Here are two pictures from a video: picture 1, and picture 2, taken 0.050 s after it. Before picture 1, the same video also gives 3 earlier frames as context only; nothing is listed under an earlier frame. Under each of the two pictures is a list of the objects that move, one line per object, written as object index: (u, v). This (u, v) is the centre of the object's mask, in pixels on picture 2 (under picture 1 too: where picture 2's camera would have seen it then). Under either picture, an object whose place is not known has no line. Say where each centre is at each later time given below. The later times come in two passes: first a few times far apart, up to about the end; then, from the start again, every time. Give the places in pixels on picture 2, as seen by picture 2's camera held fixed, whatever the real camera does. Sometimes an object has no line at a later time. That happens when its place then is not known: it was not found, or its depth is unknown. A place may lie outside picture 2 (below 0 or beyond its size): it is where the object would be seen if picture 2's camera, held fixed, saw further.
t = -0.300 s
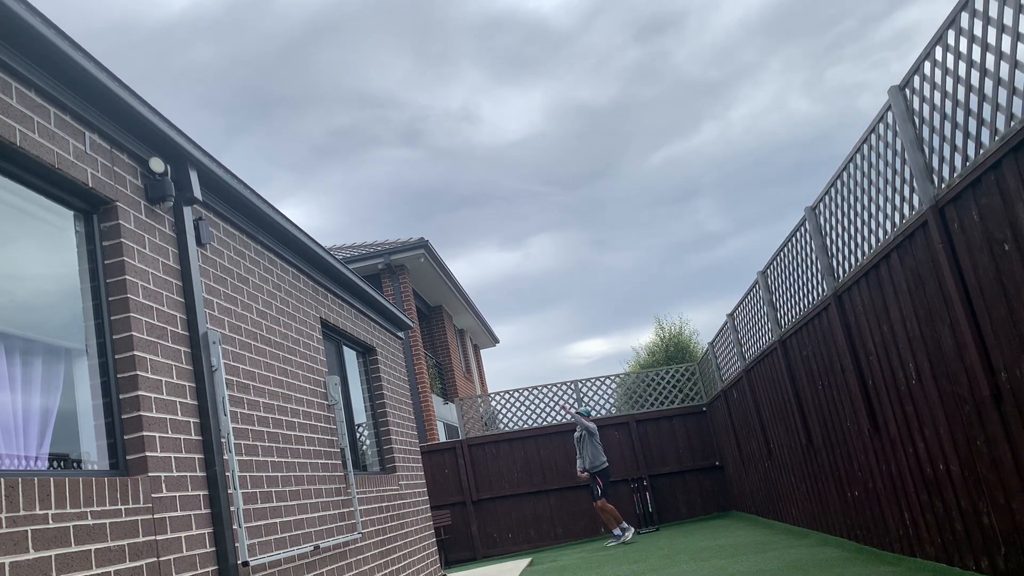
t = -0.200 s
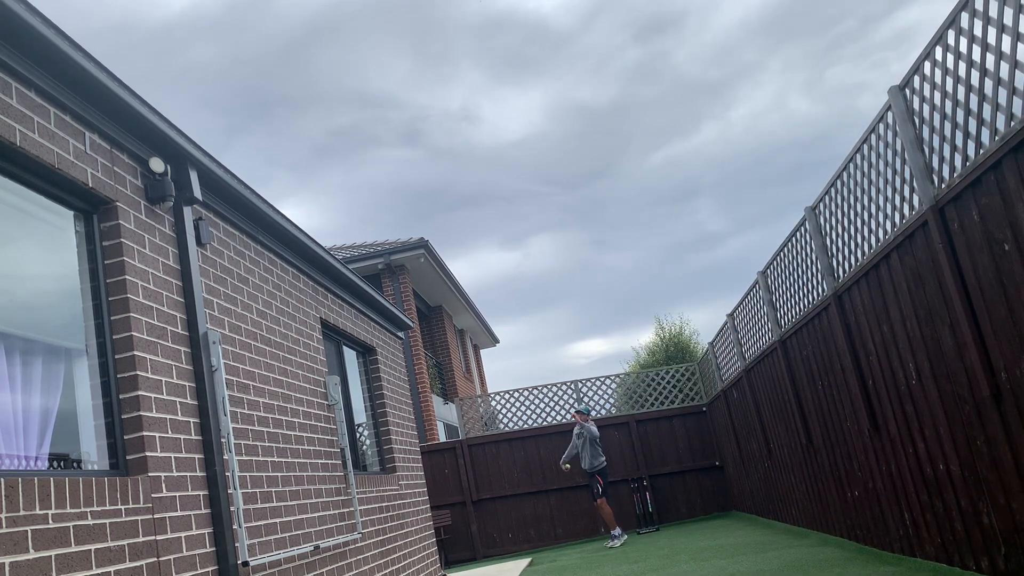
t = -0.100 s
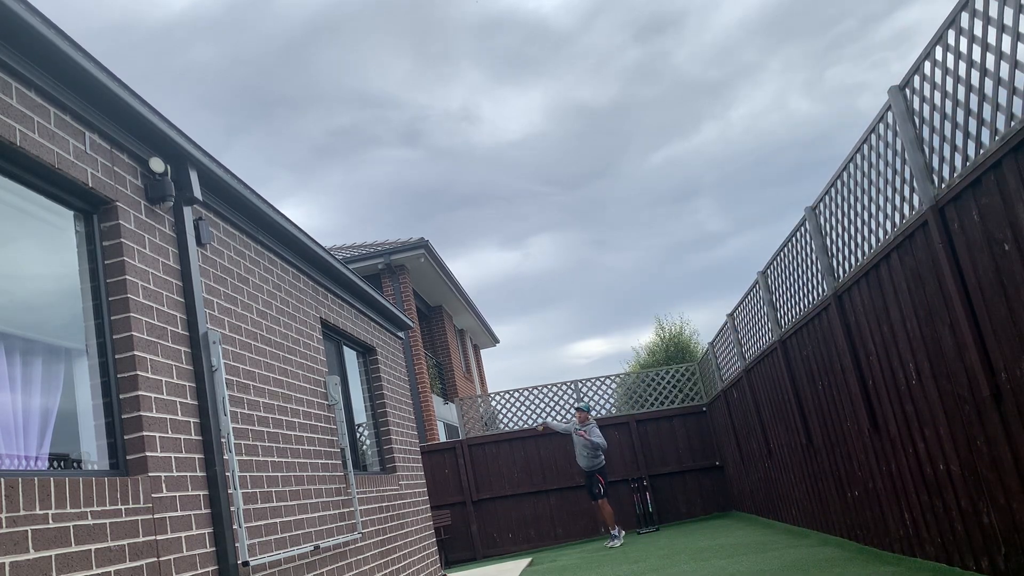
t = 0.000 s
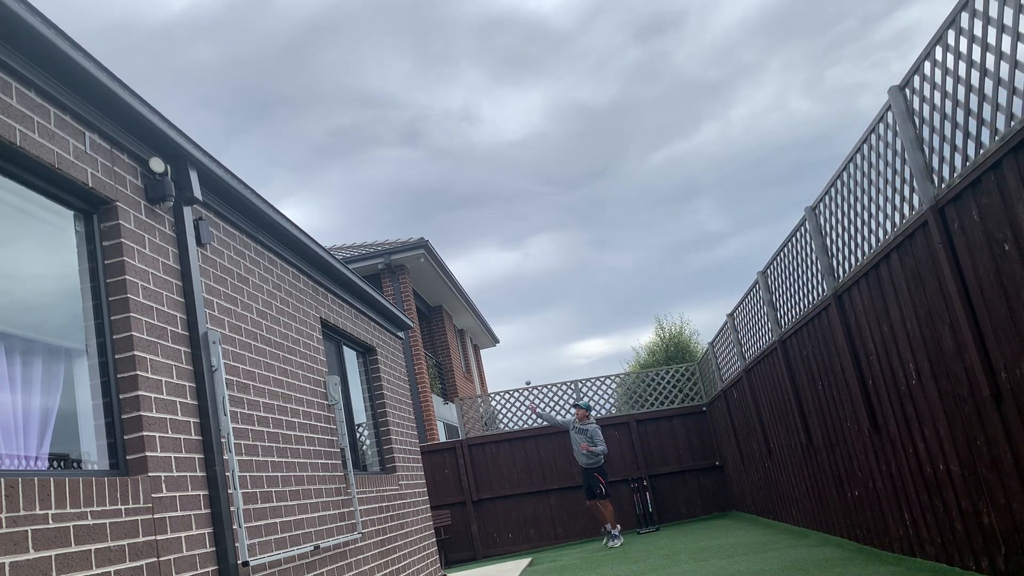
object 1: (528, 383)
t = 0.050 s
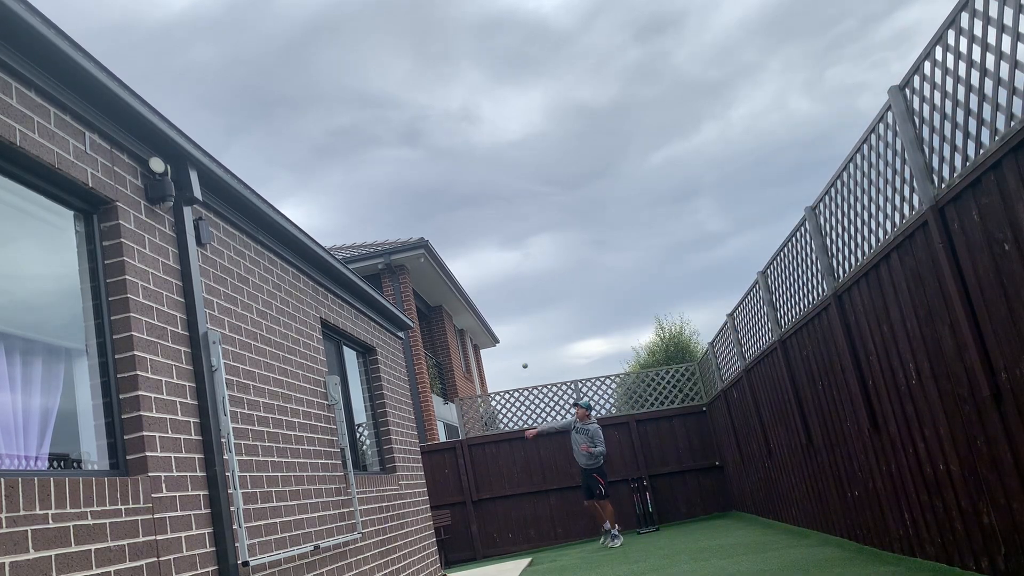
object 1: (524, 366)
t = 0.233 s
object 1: (516, 315)
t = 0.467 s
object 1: (512, 286)
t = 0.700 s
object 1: (519, 319)
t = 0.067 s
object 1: (524, 360)
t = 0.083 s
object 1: (523, 355)
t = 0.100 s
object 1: (522, 350)
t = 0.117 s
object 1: (521, 345)
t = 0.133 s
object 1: (520, 340)
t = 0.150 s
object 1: (520, 336)
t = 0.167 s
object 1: (519, 331)
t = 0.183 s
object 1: (518, 327)
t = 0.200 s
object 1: (518, 323)
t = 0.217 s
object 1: (517, 319)
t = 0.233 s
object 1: (516, 315)
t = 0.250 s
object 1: (516, 312)
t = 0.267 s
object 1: (515, 308)
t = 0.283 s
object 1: (515, 305)
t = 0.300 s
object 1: (514, 302)
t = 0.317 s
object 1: (514, 300)
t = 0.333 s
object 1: (513, 297)
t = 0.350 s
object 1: (513, 295)
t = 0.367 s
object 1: (513, 293)
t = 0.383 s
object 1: (513, 291)
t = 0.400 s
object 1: (513, 289)
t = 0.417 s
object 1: (512, 288)
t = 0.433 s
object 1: (512, 287)
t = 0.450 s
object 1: (512, 286)
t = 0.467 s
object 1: (512, 286)
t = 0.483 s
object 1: (512, 286)
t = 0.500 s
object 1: (512, 286)
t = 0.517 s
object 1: (512, 286)
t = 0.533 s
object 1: (513, 287)
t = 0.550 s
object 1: (513, 288)
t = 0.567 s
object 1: (513, 290)
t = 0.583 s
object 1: (514, 292)
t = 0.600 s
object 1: (514, 294)
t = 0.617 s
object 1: (514, 297)
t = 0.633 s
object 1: (515, 301)
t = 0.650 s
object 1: (516, 304)
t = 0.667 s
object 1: (517, 309)
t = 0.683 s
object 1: (517, 313)
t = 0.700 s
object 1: (519, 319)
